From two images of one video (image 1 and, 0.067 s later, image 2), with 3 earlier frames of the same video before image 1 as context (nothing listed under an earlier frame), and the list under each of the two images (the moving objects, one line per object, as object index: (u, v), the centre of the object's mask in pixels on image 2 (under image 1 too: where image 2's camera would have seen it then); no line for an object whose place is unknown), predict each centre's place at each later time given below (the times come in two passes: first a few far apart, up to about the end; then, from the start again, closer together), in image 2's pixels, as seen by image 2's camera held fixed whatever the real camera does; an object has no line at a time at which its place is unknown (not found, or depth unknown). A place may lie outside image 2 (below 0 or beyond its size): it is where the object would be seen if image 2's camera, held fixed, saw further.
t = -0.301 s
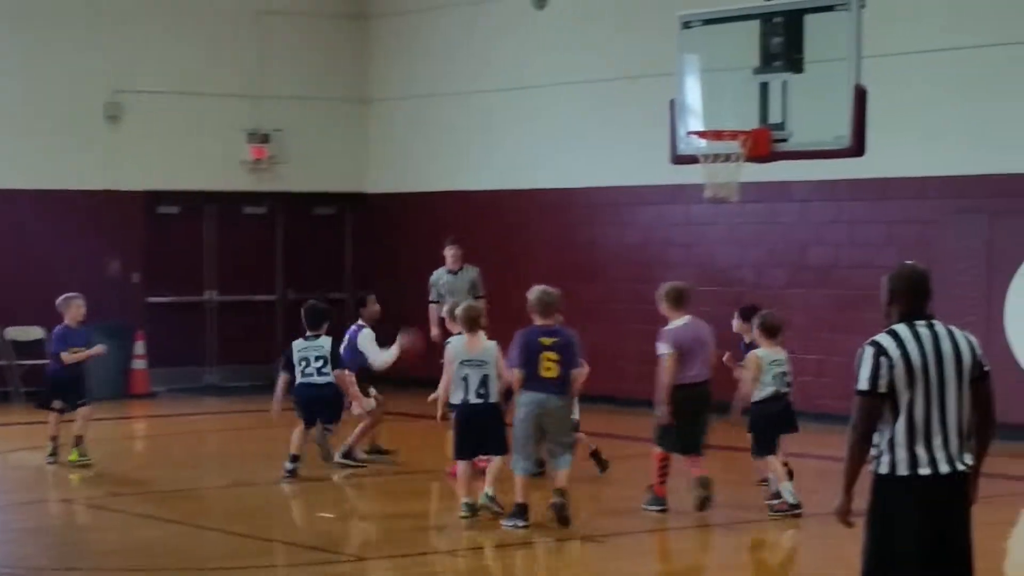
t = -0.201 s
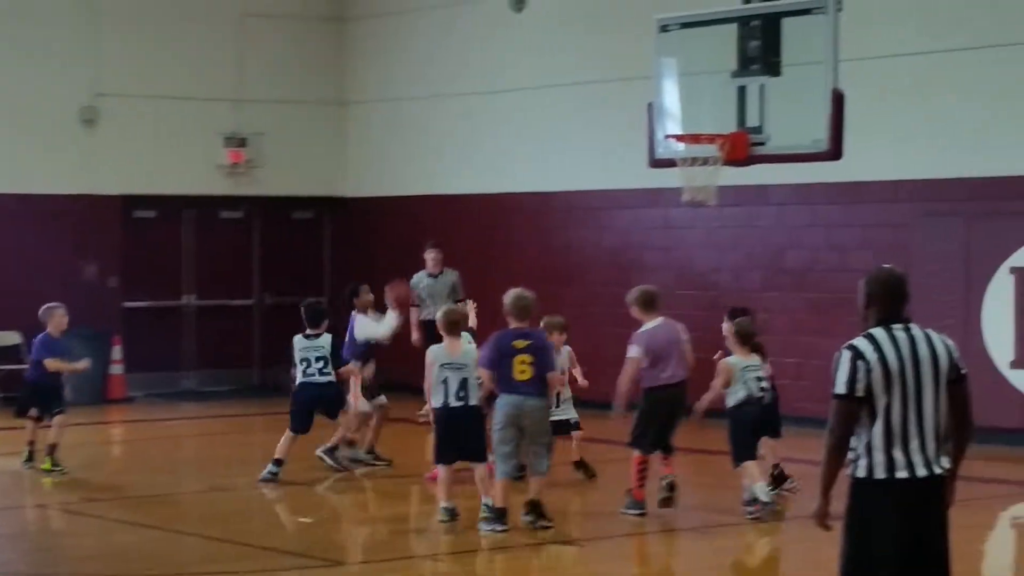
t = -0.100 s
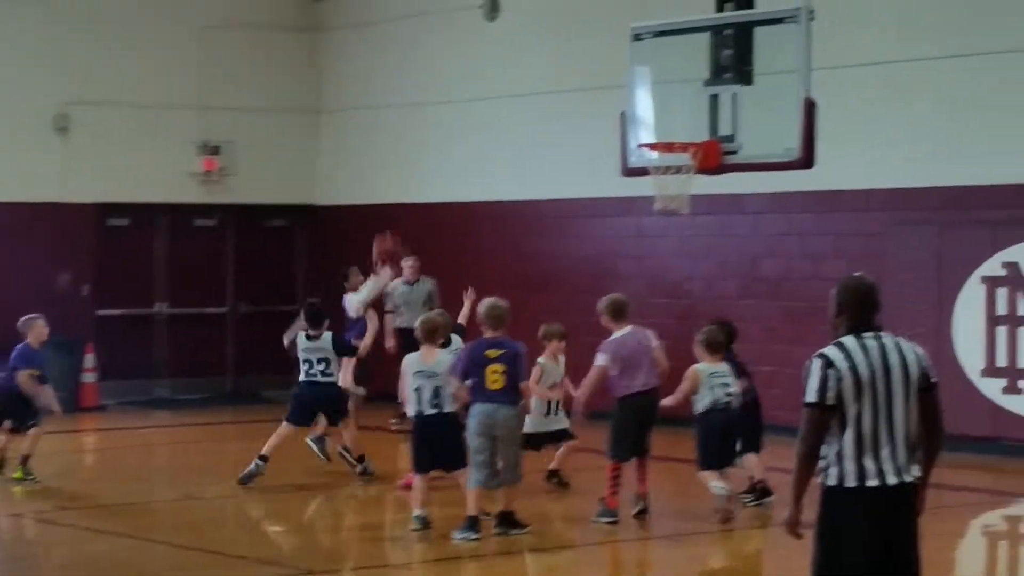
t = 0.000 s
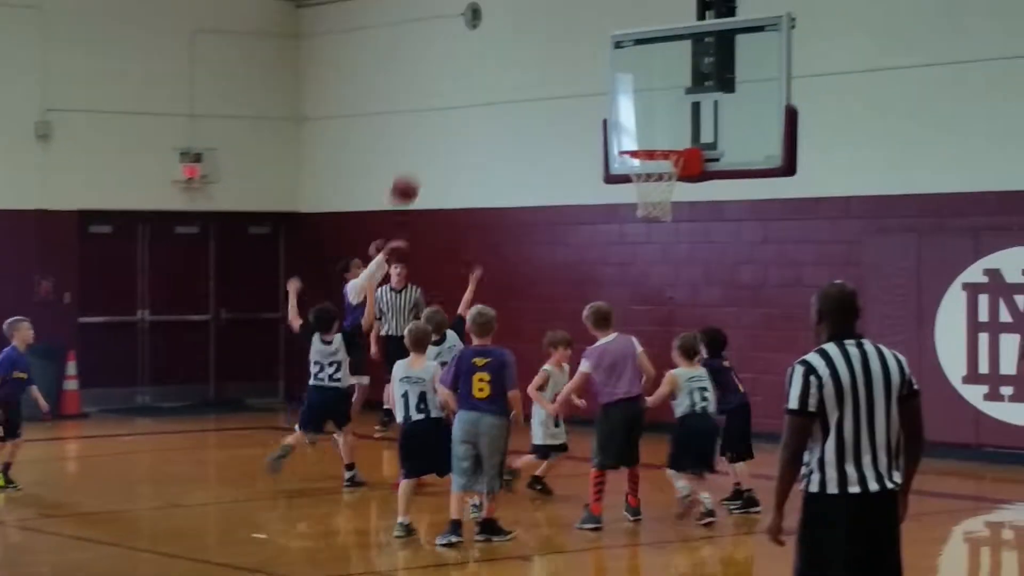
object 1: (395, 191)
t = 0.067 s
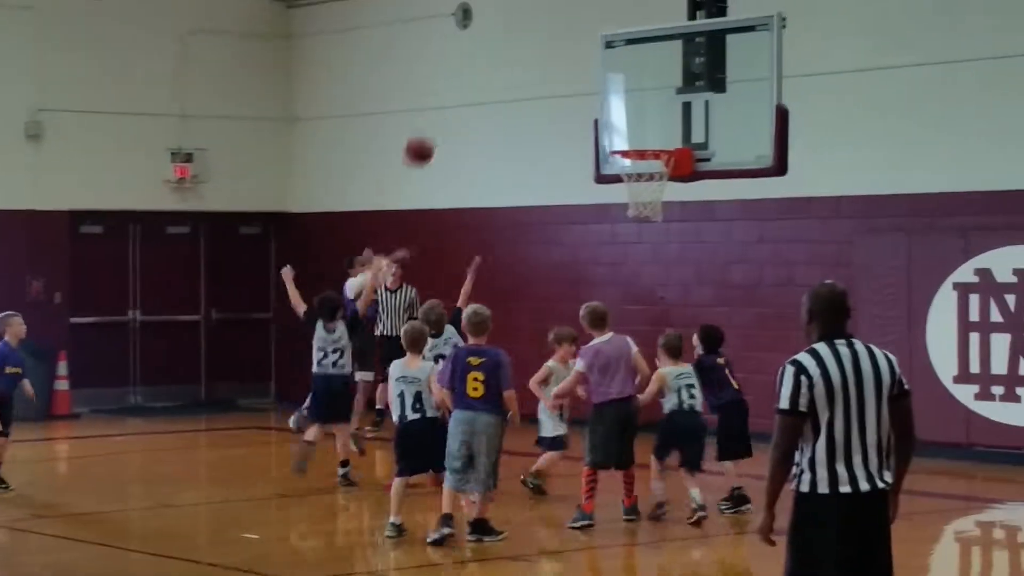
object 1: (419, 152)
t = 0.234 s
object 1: (479, 78)
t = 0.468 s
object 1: (566, 34)
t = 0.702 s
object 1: (618, 56)
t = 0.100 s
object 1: (431, 134)
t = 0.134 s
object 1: (443, 117)
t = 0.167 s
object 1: (455, 103)
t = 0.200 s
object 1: (467, 90)
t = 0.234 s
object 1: (479, 78)
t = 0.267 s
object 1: (491, 67)
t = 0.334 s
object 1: (517, 50)
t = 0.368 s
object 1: (528, 44)
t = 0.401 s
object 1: (540, 39)
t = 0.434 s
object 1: (553, 36)
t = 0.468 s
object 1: (566, 34)
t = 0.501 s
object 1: (578, 33)
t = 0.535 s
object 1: (590, 34)
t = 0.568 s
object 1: (603, 37)
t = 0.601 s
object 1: (614, 41)
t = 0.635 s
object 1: (616, 45)
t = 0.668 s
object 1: (616, 50)
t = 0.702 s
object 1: (618, 56)
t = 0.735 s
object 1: (618, 64)
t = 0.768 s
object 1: (618, 73)
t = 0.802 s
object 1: (618, 83)
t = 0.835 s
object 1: (618, 96)
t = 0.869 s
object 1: (617, 111)
